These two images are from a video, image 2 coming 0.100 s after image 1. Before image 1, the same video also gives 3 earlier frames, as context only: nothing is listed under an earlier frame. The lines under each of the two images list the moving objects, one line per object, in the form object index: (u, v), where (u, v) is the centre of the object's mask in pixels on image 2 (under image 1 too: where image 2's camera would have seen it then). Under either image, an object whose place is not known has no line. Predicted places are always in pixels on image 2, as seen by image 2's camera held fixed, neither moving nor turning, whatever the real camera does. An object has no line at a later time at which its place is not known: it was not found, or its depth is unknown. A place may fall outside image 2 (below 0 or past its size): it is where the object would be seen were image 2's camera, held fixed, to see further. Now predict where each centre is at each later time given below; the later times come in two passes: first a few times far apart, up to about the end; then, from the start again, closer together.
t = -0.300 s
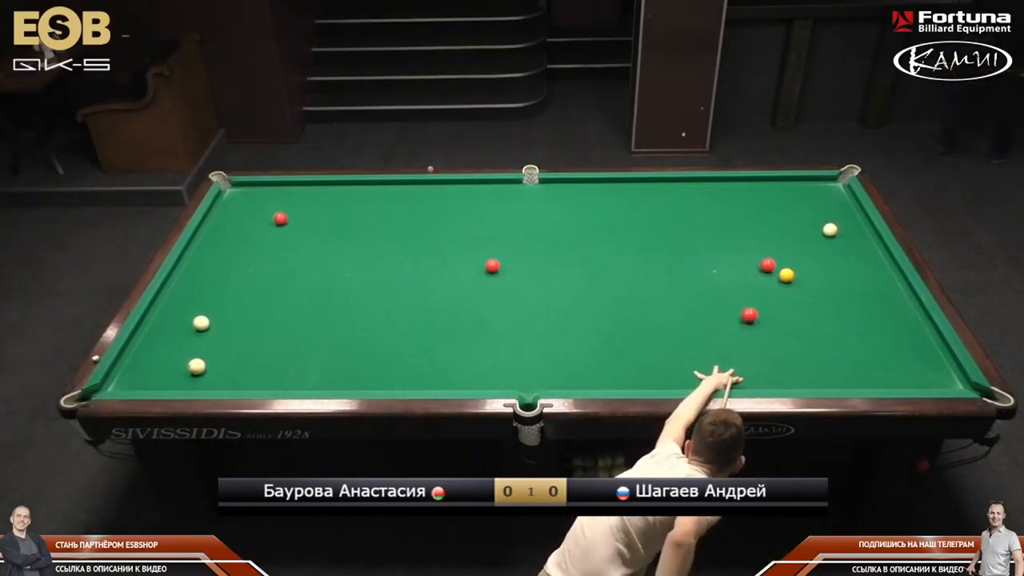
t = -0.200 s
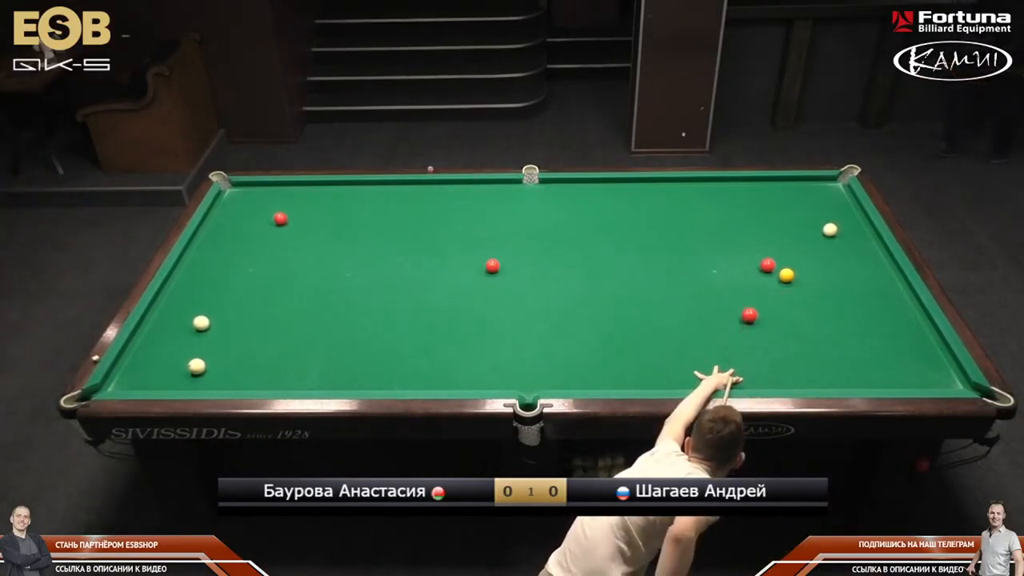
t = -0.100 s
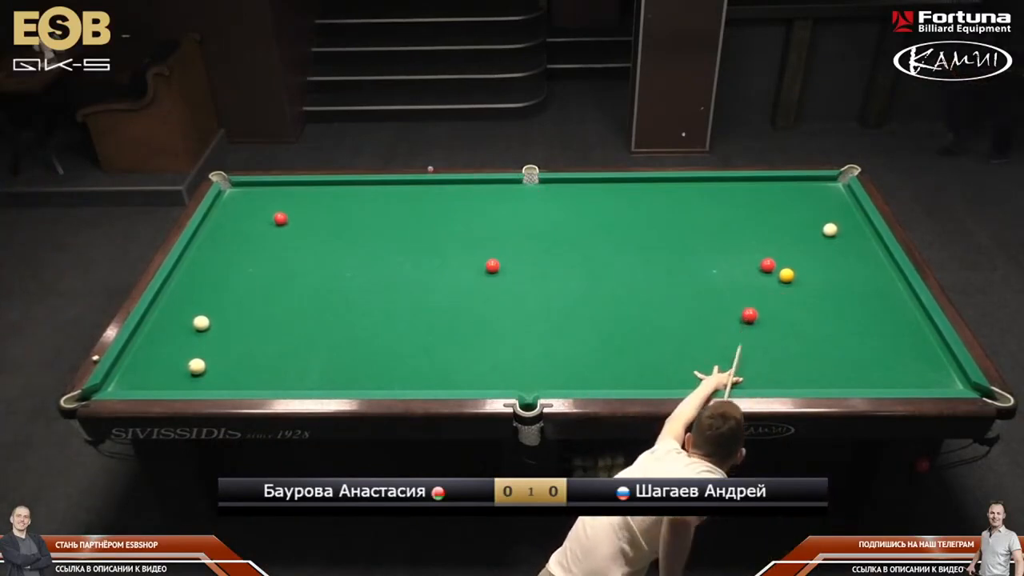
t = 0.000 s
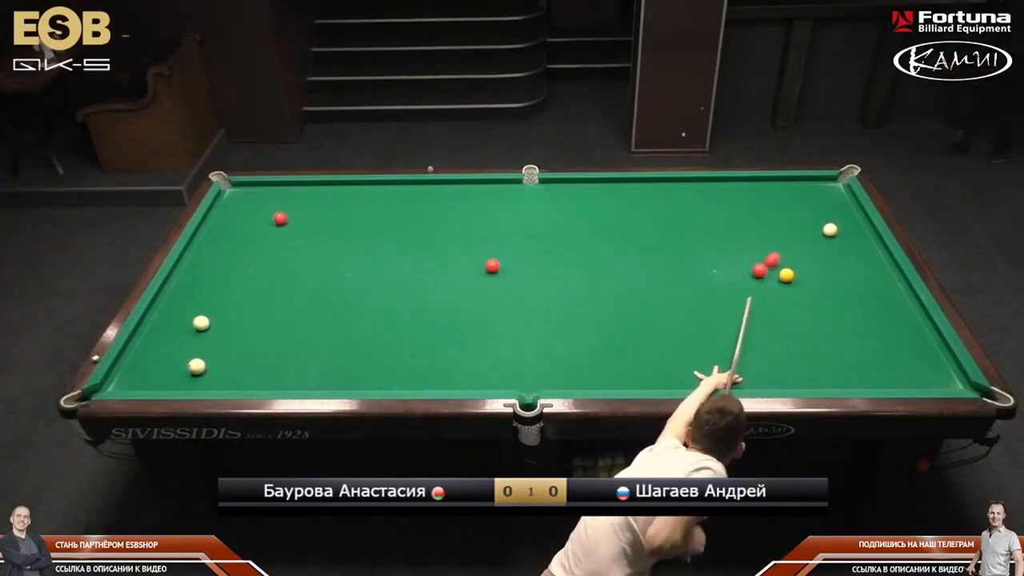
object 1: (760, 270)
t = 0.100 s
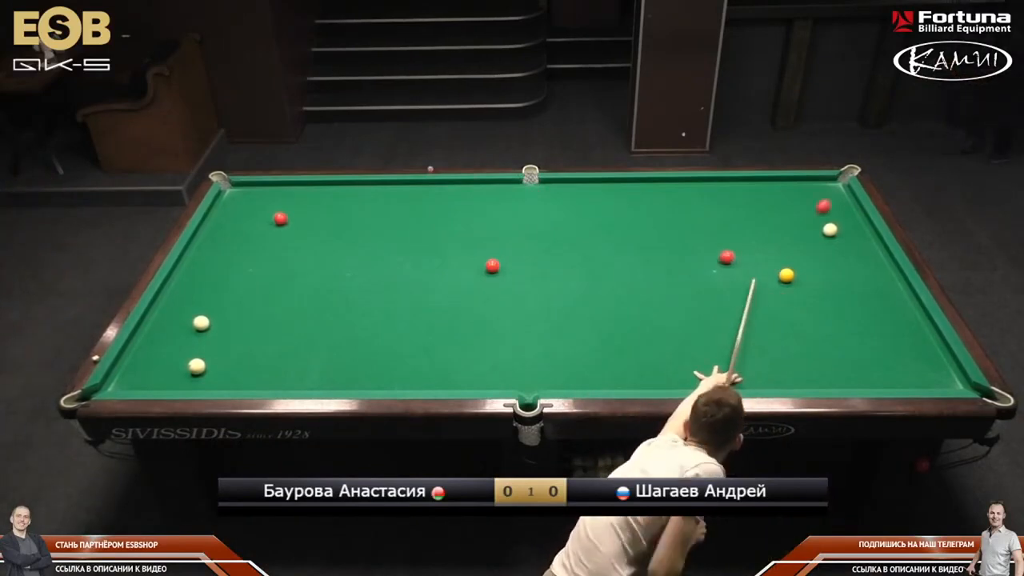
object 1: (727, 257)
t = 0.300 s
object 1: (676, 236)
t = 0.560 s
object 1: (618, 212)
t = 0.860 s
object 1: (558, 187)
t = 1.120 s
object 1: (502, 190)
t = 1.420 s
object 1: (434, 205)
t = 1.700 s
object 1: (367, 219)
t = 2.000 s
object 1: (294, 235)
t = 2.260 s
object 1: (229, 249)
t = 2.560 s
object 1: (196, 268)
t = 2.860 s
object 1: (225, 290)
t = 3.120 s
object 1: (251, 309)
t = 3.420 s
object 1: (283, 333)
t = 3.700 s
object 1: (314, 357)
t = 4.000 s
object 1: (349, 382)
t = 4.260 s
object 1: (380, 375)
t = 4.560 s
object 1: (414, 361)
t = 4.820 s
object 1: (440, 350)
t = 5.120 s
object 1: (468, 337)
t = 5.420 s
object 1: (494, 326)
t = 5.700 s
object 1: (516, 317)
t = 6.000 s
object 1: (537, 308)
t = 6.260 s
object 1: (555, 301)
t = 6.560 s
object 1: (573, 293)
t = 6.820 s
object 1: (587, 286)
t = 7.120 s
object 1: (602, 278)
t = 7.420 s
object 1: (616, 274)
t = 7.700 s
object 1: (627, 269)
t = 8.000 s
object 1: (638, 264)
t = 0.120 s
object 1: (721, 254)
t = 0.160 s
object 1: (710, 250)
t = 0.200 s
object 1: (700, 245)
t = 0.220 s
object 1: (694, 244)
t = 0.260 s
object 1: (685, 240)
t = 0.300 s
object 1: (676, 236)
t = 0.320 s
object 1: (671, 234)
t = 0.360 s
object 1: (661, 230)
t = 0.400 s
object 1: (652, 226)
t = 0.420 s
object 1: (648, 224)
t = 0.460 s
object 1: (639, 221)
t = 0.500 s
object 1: (631, 217)
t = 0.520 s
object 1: (626, 215)
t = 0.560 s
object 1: (618, 212)
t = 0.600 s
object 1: (609, 208)
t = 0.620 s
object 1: (606, 206)
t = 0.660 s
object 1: (597, 203)
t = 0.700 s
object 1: (589, 200)
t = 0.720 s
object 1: (585, 198)
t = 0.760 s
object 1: (577, 195)
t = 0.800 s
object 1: (570, 191)
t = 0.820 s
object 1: (566, 190)
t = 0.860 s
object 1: (558, 187)
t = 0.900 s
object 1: (550, 184)
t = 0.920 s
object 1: (547, 183)
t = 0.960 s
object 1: (539, 182)
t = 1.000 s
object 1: (530, 185)
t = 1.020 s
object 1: (526, 185)
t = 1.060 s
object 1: (517, 187)
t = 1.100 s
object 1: (507, 189)
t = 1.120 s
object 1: (502, 190)
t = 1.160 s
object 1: (494, 192)
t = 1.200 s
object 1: (484, 194)
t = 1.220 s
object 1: (480, 195)
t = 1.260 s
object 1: (471, 197)
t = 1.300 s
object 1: (461, 199)
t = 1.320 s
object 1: (457, 200)
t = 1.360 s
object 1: (447, 202)
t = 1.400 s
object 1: (438, 204)
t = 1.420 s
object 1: (434, 205)
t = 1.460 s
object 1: (424, 207)
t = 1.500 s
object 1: (415, 209)
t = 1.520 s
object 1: (410, 210)
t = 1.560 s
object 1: (401, 212)
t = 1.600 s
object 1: (391, 214)
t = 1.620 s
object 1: (387, 215)
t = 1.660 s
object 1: (377, 217)
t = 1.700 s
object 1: (367, 219)
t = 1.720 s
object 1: (362, 220)
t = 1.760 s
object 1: (353, 222)
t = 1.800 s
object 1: (343, 224)
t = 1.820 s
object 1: (338, 226)
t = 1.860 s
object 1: (329, 228)
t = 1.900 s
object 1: (319, 230)
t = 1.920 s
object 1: (314, 231)
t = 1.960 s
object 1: (304, 233)
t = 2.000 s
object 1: (294, 235)
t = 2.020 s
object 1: (289, 237)
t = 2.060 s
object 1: (279, 238)
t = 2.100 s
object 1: (269, 241)
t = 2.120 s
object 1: (264, 242)
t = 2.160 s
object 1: (254, 244)
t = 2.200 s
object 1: (244, 246)
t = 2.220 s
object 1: (239, 247)
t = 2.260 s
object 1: (229, 249)
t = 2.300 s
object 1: (219, 252)
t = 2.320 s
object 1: (214, 252)
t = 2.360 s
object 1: (204, 255)
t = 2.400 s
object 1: (194, 257)
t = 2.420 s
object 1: (188, 258)
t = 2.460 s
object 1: (185, 260)
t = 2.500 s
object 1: (190, 263)
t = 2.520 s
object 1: (192, 265)
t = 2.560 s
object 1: (196, 268)
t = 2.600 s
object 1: (200, 271)
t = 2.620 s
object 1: (202, 272)
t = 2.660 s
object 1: (206, 275)
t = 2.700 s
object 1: (209, 278)
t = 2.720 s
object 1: (211, 279)
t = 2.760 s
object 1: (215, 282)
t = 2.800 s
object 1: (219, 285)
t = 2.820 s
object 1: (221, 287)
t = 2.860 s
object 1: (225, 290)
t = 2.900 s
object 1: (229, 293)
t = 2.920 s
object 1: (231, 294)
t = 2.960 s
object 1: (235, 297)
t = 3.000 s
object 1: (239, 300)
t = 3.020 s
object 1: (241, 301)
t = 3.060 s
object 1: (245, 305)
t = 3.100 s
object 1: (249, 308)
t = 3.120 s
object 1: (251, 309)
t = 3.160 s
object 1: (256, 313)
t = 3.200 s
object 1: (260, 316)
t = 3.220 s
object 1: (262, 317)
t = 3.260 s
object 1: (266, 321)
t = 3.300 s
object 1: (270, 324)
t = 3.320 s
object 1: (273, 325)
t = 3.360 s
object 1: (277, 329)
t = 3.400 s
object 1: (281, 332)
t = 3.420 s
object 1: (283, 333)
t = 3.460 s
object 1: (288, 337)
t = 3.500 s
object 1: (292, 340)
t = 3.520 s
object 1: (294, 342)
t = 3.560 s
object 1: (299, 345)
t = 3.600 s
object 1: (303, 349)
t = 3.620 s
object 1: (306, 350)
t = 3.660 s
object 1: (310, 353)
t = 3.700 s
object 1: (314, 357)
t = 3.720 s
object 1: (317, 359)
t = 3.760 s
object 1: (321, 362)
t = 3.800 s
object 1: (326, 366)
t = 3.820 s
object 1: (328, 367)
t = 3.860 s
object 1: (333, 371)
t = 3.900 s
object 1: (338, 374)
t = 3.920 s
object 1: (340, 376)
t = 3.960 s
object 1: (345, 379)
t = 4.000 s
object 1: (349, 382)
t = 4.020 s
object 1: (352, 383)
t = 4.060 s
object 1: (357, 383)
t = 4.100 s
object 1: (362, 382)
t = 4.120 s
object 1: (364, 381)
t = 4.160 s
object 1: (369, 380)
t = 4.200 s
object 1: (374, 378)
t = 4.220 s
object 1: (376, 377)
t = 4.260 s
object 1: (380, 375)
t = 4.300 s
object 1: (385, 373)
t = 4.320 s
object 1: (387, 372)
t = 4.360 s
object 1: (392, 370)
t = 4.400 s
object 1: (396, 368)
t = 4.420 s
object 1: (398, 367)
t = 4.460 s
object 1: (403, 365)
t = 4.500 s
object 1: (407, 364)
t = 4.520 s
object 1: (409, 363)
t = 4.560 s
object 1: (414, 361)
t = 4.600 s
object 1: (418, 359)
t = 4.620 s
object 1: (420, 358)
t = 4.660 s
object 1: (424, 356)
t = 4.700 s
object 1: (428, 355)
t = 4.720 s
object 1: (430, 354)
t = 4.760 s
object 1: (434, 352)
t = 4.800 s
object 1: (438, 350)
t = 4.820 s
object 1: (440, 350)
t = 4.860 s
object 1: (444, 348)
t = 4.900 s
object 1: (448, 346)
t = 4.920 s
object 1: (450, 346)
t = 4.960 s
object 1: (454, 344)
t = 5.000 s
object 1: (457, 342)
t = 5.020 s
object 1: (459, 341)
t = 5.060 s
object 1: (463, 340)
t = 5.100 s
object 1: (466, 338)
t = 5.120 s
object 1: (468, 337)
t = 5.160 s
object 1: (472, 336)
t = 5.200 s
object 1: (475, 334)
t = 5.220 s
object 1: (477, 333)
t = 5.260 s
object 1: (480, 332)
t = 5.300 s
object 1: (484, 330)
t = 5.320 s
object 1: (486, 330)
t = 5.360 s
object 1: (489, 329)
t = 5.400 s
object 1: (492, 327)
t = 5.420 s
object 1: (494, 326)
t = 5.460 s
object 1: (497, 325)
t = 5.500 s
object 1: (500, 324)
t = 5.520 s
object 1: (502, 323)
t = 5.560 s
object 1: (505, 321)
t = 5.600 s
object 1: (508, 320)
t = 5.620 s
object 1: (510, 320)
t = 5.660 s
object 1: (513, 318)
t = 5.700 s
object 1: (516, 317)
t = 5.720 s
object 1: (517, 316)
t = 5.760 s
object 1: (520, 315)
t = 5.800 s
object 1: (523, 314)
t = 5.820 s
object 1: (525, 314)
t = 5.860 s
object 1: (528, 312)
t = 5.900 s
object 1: (531, 311)
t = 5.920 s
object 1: (532, 310)
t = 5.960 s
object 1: (535, 309)
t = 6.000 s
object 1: (537, 308)
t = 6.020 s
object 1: (539, 307)
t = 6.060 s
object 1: (542, 306)
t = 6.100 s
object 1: (544, 305)
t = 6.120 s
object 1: (546, 304)
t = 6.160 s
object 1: (548, 303)
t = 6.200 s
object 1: (551, 302)
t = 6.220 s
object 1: (552, 302)
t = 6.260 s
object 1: (555, 301)
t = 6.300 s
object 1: (557, 300)
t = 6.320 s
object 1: (558, 299)
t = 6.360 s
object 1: (561, 298)
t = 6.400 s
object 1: (564, 297)
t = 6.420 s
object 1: (565, 296)
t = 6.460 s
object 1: (567, 295)
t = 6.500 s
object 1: (569, 294)
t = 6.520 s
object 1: (571, 294)
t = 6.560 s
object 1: (573, 293)
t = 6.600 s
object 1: (575, 292)
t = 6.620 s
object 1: (576, 291)
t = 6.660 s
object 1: (579, 290)
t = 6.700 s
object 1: (581, 289)
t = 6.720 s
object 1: (582, 289)
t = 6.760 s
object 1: (584, 288)
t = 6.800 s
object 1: (586, 287)
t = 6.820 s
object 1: (587, 286)
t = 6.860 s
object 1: (589, 286)
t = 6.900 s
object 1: (591, 285)
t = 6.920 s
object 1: (592, 284)
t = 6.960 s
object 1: (594, 283)
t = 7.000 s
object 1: (597, 282)
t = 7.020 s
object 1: (598, 281)
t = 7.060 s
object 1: (600, 278)
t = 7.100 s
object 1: (601, 277)
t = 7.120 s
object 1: (602, 278)
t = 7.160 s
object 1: (604, 279)
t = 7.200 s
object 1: (606, 278)
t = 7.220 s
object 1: (607, 278)
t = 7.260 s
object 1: (609, 277)
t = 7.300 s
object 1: (611, 276)
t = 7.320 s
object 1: (611, 276)
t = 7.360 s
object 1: (613, 275)
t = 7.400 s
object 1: (615, 274)
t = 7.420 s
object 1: (616, 274)
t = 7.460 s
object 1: (618, 273)
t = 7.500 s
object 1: (620, 272)
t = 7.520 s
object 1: (620, 272)
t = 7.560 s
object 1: (622, 271)
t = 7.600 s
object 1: (623, 271)
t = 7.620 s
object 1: (624, 270)
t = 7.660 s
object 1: (626, 270)
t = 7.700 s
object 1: (627, 269)
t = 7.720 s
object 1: (628, 269)
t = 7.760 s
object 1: (630, 268)
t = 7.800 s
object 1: (631, 267)
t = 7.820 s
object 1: (632, 267)
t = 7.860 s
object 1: (633, 266)
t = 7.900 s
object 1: (635, 266)
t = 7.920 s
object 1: (635, 265)
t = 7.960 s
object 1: (637, 265)
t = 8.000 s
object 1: (638, 264)
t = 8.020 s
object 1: (639, 264)
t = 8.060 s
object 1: (640, 263)
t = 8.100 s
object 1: (642, 262)
